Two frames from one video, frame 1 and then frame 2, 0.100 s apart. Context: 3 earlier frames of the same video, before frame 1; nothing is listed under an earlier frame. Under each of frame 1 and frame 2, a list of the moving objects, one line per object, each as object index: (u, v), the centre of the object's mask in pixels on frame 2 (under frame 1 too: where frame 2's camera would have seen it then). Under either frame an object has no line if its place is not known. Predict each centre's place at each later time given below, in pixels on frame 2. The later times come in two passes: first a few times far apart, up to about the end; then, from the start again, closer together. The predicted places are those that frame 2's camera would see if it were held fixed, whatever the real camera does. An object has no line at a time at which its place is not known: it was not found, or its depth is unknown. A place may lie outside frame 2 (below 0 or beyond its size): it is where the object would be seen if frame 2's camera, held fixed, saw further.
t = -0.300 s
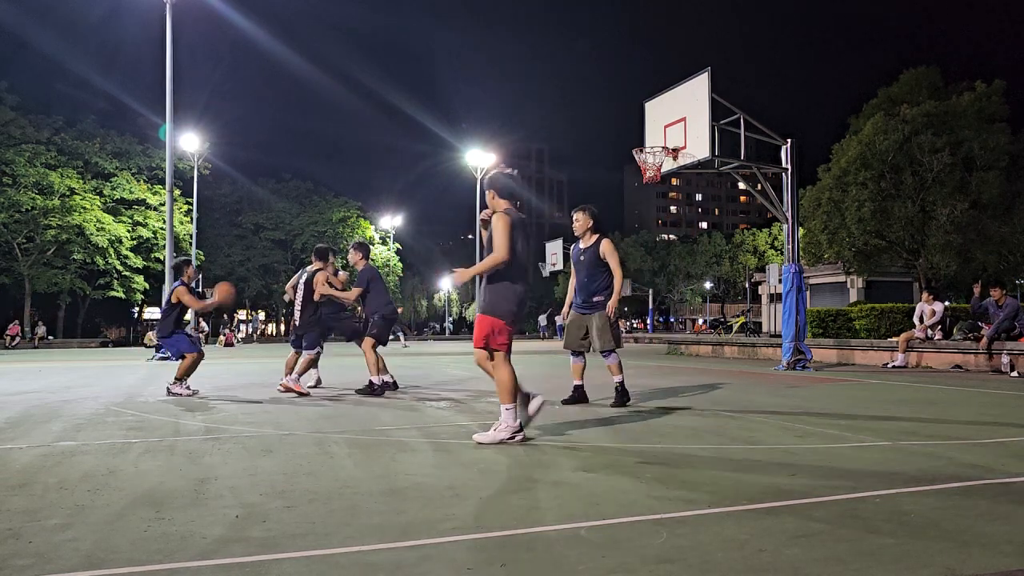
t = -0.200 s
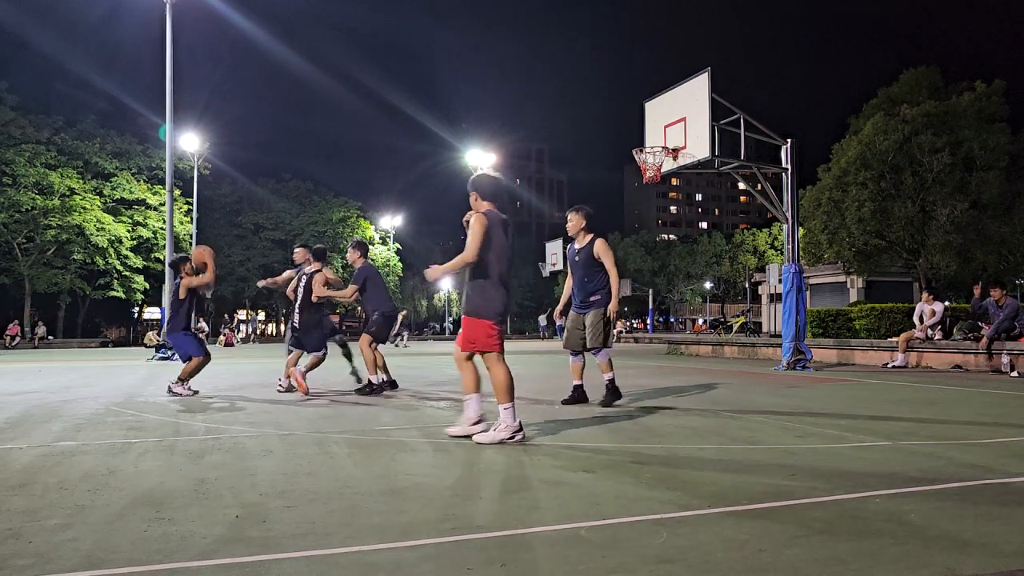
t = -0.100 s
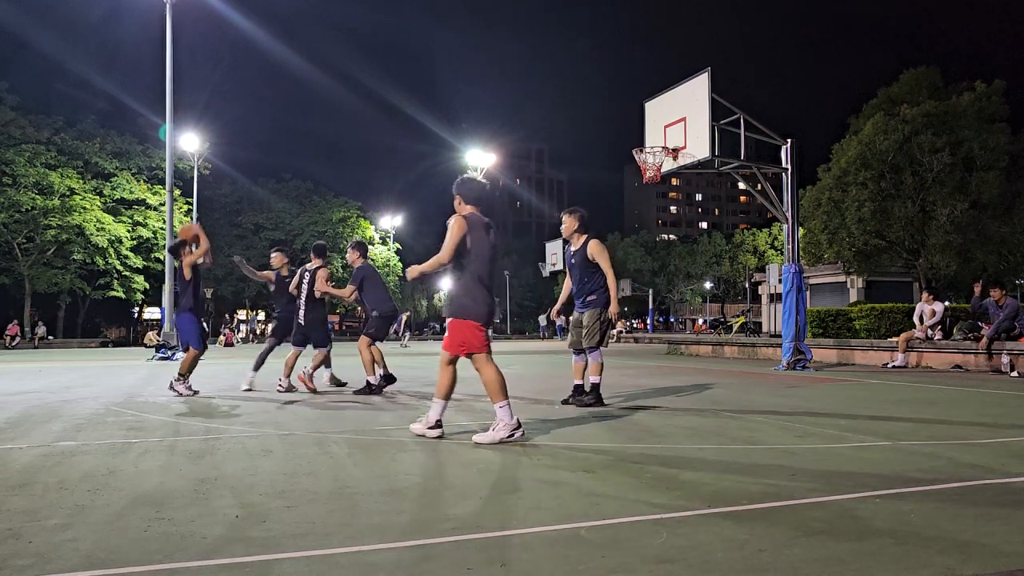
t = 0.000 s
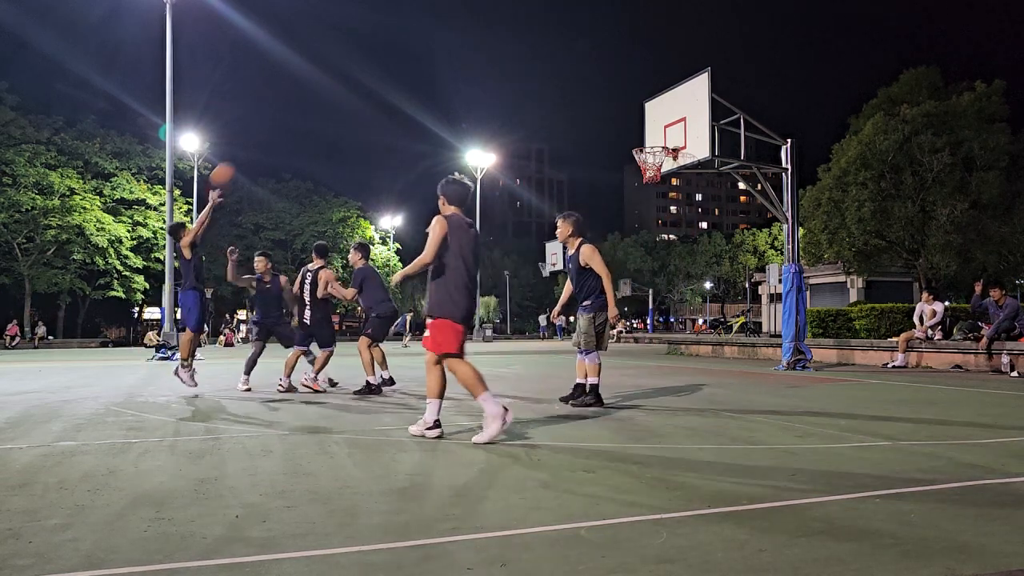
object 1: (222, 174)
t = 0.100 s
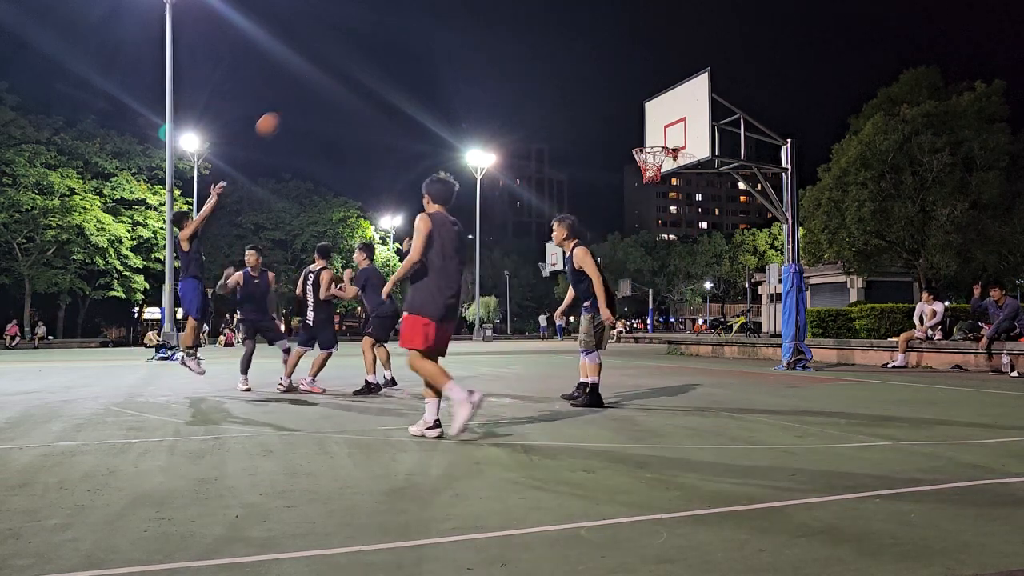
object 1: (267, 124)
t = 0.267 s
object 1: (338, 64)
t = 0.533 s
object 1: (439, 21)
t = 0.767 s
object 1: (518, 31)
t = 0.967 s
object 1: (581, 69)
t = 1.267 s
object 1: (658, 163)
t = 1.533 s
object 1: (658, 192)
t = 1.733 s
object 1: (657, 248)
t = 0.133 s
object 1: (282, 110)
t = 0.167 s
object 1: (296, 97)
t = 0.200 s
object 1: (311, 85)
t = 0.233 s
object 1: (324, 74)
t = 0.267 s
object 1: (338, 64)
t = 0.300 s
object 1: (352, 55)
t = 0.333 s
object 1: (365, 48)
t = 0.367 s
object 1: (378, 40)
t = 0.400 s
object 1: (390, 34)
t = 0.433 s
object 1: (403, 30)
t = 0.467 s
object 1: (415, 26)
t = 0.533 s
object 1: (439, 21)
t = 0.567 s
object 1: (451, 20)
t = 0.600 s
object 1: (462, 20)
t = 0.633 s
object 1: (474, 21)
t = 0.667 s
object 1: (485, 22)
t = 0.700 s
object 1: (496, 24)
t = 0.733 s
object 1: (507, 27)
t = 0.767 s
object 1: (518, 31)
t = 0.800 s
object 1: (529, 36)
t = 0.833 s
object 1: (540, 41)
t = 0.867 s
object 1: (550, 47)
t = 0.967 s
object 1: (581, 69)
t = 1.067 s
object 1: (611, 98)
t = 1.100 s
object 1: (620, 108)
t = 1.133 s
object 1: (630, 120)
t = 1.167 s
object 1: (638, 131)
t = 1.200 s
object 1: (647, 144)
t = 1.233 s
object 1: (654, 155)
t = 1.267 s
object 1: (658, 163)
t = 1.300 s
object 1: (658, 166)
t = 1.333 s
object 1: (658, 167)
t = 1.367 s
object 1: (658, 168)
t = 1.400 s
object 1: (657, 172)
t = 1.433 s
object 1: (658, 177)
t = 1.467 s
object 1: (658, 182)
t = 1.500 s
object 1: (658, 186)
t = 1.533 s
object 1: (658, 192)
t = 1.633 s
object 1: (657, 216)
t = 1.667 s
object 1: (657, 225)
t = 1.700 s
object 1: (657, 236)
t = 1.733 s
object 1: (657, 248)
